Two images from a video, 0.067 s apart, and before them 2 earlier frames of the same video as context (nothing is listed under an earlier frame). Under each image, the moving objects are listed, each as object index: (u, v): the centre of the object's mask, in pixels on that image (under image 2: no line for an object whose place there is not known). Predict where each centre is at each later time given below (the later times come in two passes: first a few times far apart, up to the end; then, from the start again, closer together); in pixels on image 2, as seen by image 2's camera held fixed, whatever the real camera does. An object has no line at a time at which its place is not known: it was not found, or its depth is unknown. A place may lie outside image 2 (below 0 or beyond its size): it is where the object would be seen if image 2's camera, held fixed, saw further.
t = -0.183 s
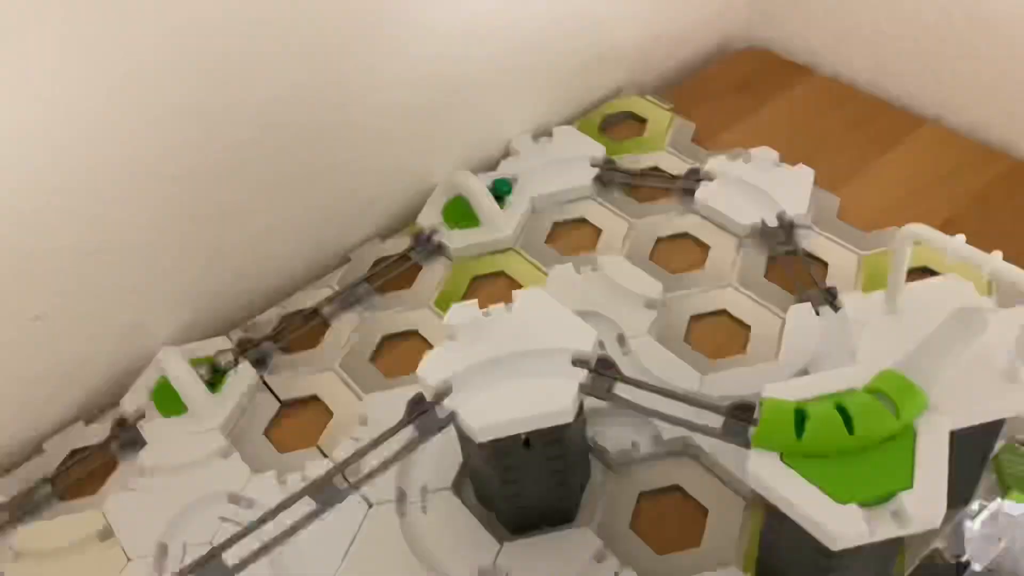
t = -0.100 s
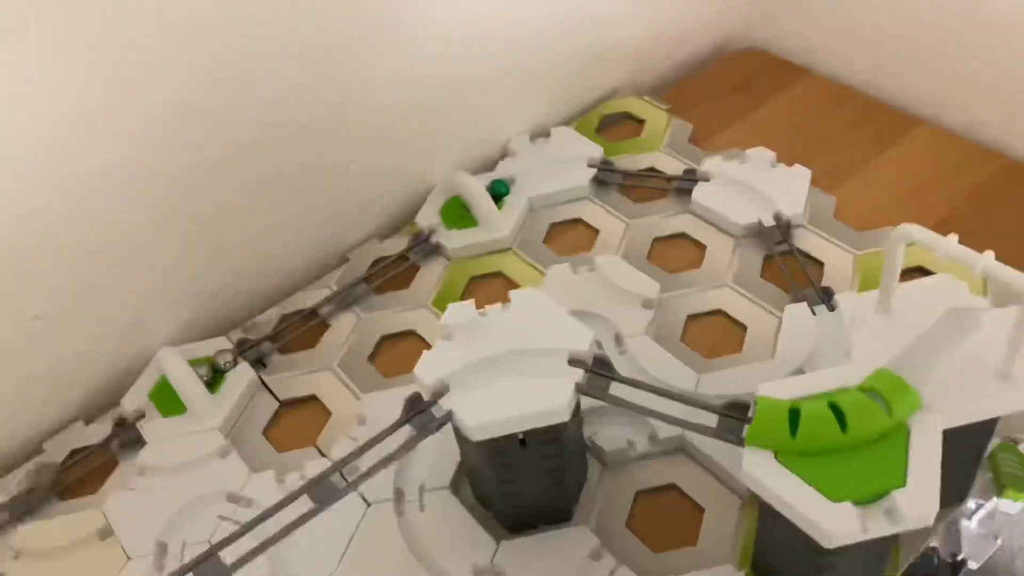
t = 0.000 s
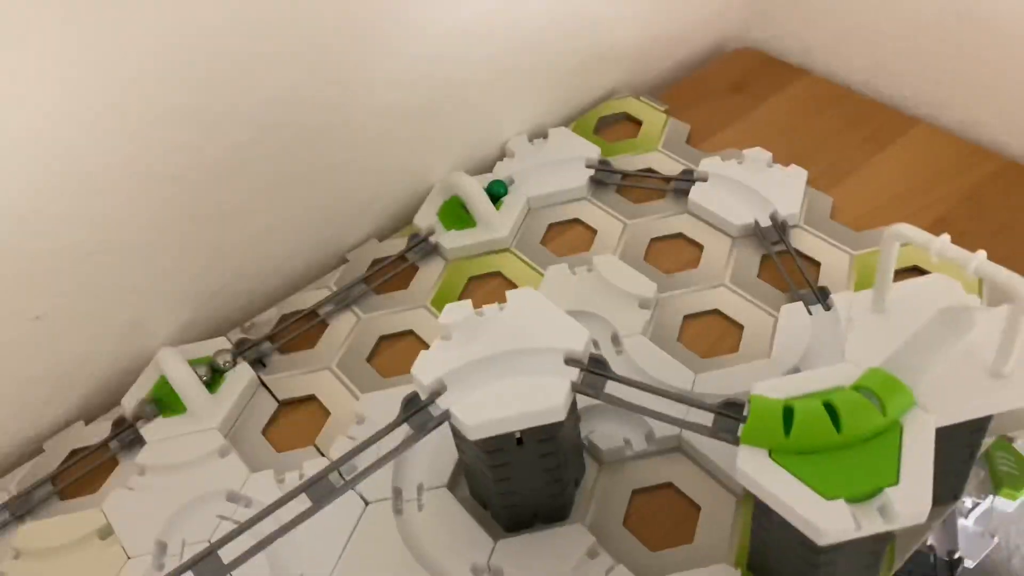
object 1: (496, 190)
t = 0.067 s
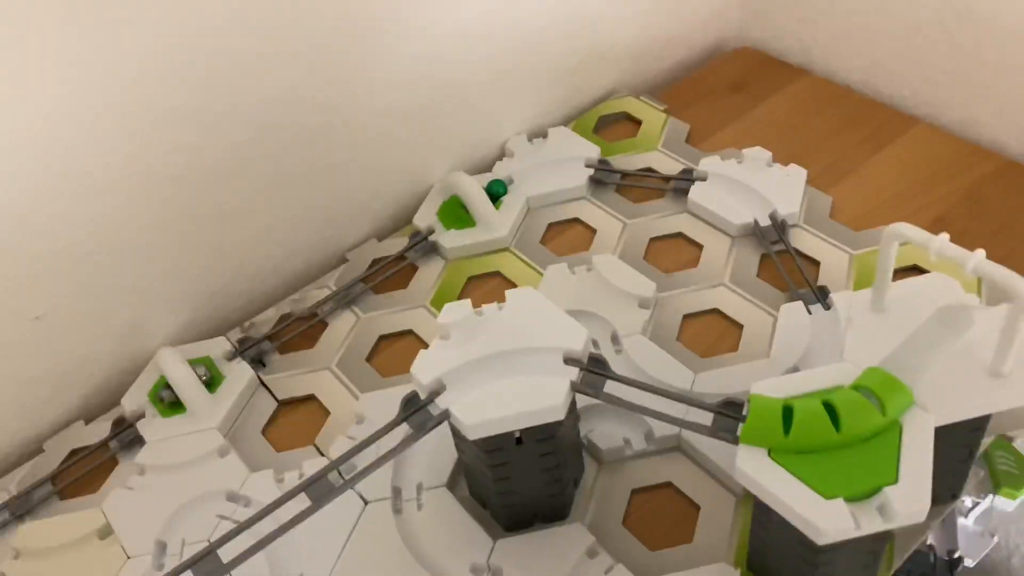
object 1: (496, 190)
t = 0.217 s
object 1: (496, 190)
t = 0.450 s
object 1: (746, 192)
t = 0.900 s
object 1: (622, 365)
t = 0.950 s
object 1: (601, 329)
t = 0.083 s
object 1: (496, 190)
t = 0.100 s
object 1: (496, 190)
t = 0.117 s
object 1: (496, 190)
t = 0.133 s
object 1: (496, 190)
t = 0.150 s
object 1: (496, 190)
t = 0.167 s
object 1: (496, 190)
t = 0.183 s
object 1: (496, 190)
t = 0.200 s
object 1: (496, 190)
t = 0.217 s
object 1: (496, 190)
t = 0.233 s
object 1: (496, 190)
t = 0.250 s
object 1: (505, 184)
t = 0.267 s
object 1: (532, 170)
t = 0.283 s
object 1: (561, 161)
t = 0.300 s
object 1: (588, 156)
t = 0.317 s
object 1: (611, 155)
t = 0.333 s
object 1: (635, 160)
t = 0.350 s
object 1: (657, 165)
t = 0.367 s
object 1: (679, 166)
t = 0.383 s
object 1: (694, 168)
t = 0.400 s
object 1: (710, 175)
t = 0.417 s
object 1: (725, 183)
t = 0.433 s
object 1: (736, 185)
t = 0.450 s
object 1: (746, 192)
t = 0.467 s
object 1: (754, 200)
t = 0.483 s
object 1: (762, 208)
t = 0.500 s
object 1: (768, 217)
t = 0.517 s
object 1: (772, 227)
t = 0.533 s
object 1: (777, 234)
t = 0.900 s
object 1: (622, 365)
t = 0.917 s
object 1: (614, 353)
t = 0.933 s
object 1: (607, 341)
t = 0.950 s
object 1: (601, 329)
